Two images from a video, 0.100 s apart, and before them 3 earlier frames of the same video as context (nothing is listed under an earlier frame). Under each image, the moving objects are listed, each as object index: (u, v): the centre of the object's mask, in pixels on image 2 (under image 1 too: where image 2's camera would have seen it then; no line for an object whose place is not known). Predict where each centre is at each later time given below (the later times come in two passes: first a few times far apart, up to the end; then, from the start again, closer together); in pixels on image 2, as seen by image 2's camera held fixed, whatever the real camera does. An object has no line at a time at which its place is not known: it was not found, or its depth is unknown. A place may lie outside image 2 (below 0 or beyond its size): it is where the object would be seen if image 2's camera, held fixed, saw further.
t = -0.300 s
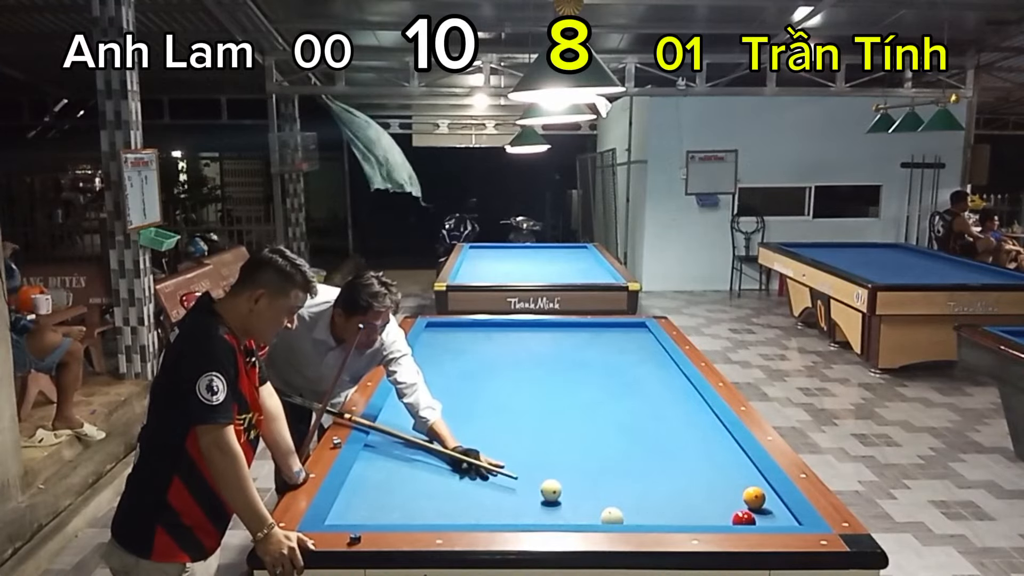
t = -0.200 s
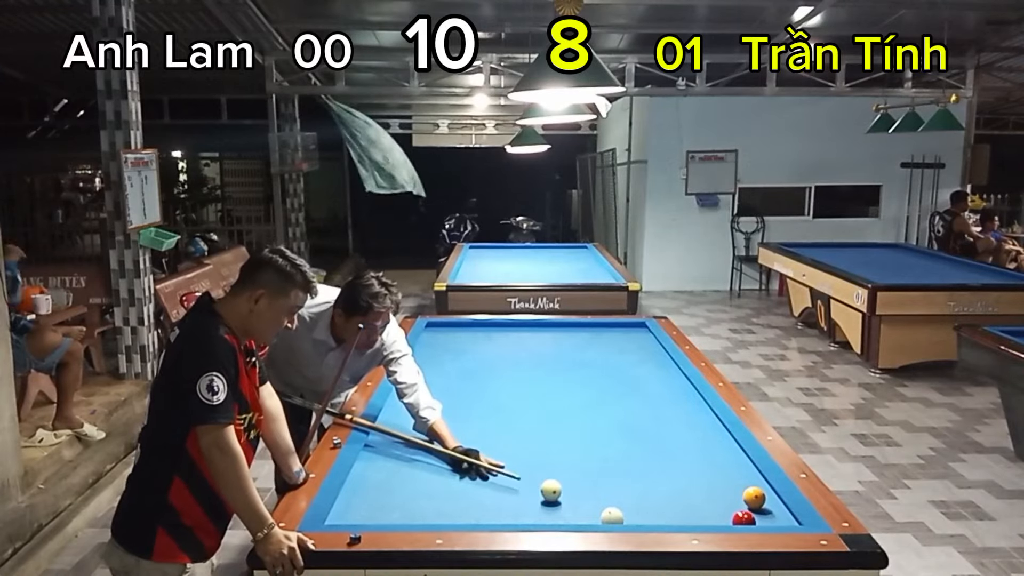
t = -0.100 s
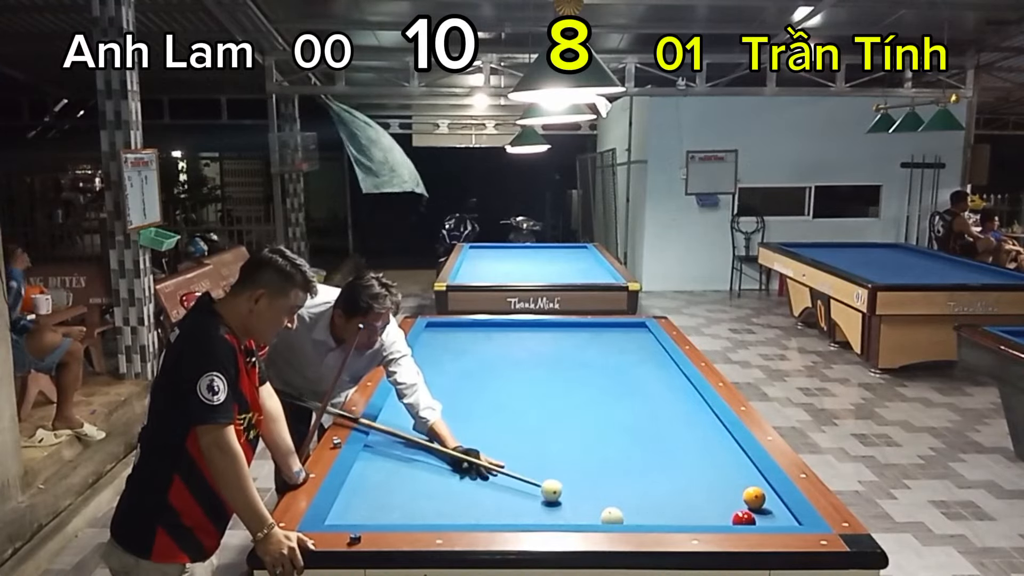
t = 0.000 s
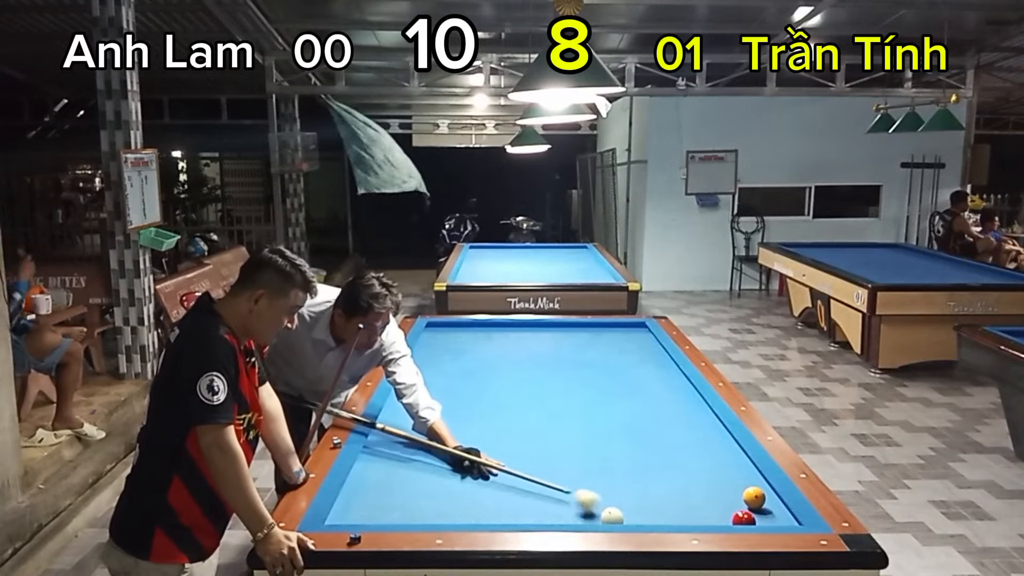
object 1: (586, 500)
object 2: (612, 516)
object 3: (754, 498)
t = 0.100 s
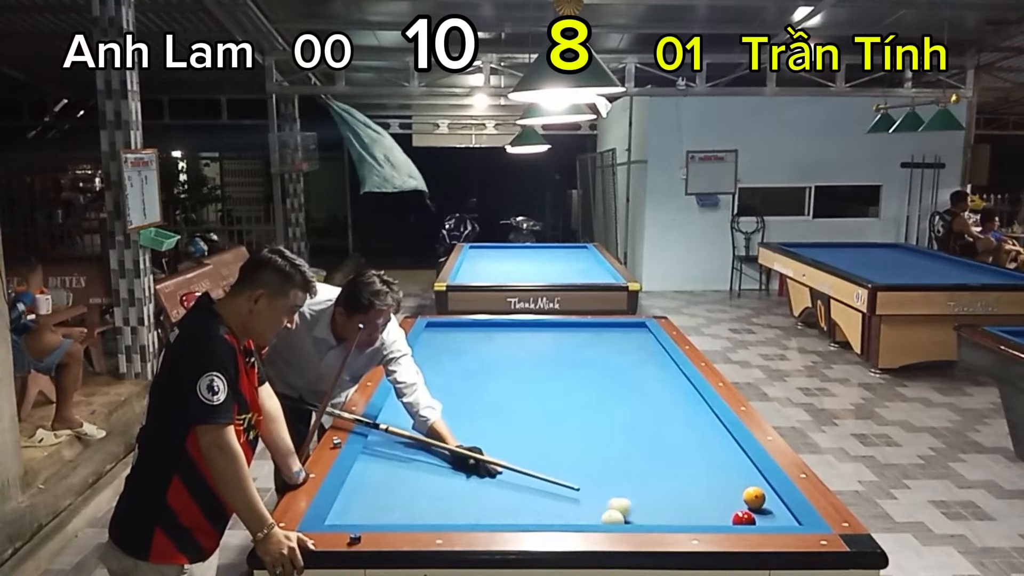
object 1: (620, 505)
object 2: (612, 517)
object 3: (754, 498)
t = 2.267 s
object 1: (713, 474)
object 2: (591, 455)
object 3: (711, 459)
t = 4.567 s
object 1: (659, 454)
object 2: (591, 428)
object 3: (662, 439)
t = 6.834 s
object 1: (653, 452)
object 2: (588, 425)
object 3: (658, 436)
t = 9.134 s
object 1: (652, 452)
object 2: (588, 425)
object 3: (658, 436)
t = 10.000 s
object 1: (652, 452)
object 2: (588, 424)
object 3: (658, 436)
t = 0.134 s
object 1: (629, 508)
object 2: (612, 517)
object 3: (754, 498)
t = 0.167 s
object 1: (638, 509)
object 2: (611, 516)
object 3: (754, 497)
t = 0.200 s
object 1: (647, 510)
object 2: (610, 515)
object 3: (754, 498)
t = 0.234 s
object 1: (657, 510)
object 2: (610, 514)
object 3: (754, 498)
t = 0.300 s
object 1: (675, 512)
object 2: (609, 513)
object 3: (754, 497)
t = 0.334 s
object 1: (685, 512)
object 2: (608, 512)
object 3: (754, 498)
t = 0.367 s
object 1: (694, 512)
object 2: (607, 511)
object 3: (754, 497)
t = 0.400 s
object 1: (703, 513)
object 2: (607, 509)
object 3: (754, 497)
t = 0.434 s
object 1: (713, 513)
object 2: (606, 508)
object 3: (754, 498)
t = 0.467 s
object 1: (722, 513)
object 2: (606, 506)
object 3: (754, 497)
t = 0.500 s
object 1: (725, 512)
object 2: (605, 505)
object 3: (754, 498)
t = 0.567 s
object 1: (732, 510)
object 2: (604, 502)
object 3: (754, 497)
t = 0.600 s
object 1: (736, 508)
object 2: (603, 501)
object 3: (754, 497)
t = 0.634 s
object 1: (739, 506)
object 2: (603, 500)
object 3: (755, 495)
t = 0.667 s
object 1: (743, 503)
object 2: (603, 498)
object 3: (756, 494)
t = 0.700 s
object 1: (747, 502)
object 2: (602, 497)
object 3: (756, 494)
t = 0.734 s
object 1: (749, 501)
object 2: (602, 496)
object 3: (757, 492)
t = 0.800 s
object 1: (754, 500)
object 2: (600, 494)
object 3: (758, 489)
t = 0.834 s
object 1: (756, 499)
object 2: (600, 492)
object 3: (760, 488)
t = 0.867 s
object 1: (759, 499)
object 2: (600, 491)
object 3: (760, 487)
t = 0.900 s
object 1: (761, 498)
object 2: (599, 490)
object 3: (761, 486)
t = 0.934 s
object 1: (764, 498)
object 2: (599, 489)
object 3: (762, 485)
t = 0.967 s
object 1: (766, 498)
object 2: (598, 488)
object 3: (762, 485)
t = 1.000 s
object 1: (769, 497)
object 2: (598, 487)
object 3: (760, 485)
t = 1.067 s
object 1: (769, 496)
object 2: (597, 485)
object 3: (758, 484)
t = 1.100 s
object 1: (767, 495)
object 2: (597, 484)
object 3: (756, 484)
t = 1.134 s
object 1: (765, 495)
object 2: (597, 483)
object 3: (754, 483)
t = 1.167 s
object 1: (763, 495)
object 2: (596, 482)
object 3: (752, 482)
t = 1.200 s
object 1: (761, 494)
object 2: (596, 481)
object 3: (751, 481)
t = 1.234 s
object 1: (760, 494)
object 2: (595, 480)
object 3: (749, 480)
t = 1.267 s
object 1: (758, 492)
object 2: (595, 479)
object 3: (748, 480)
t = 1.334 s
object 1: (754, 491)
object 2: (595, 477)
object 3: (744, 478)
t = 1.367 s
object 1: (752, 490)
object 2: (594, 476)
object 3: (743, 477)
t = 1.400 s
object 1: (750, 489)
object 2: (594, 475)
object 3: (742, 476)
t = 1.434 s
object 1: (749, 488)
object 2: (594, 474)
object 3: (740, 475)
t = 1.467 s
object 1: (747, 487)
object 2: (593, 473)
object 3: (739, 475)
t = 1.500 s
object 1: (745, 486)
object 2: (593, 472)
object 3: (737, 474)
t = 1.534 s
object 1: (744, 486)
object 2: (593, 471)
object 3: (736, 473)
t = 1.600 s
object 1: (741, 484)
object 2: (592, 470)
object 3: (733, 472)
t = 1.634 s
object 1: (739, 484)
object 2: (592, 469)
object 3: (732, 471)
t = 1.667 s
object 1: (737, 483)
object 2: (592, 468)
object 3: (731, 470)
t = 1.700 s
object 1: (736, 483)
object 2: (592, 467)
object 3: (729, 469)
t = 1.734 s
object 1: (734, 482)
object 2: (592, 466)
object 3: (728, 469)
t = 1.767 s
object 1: (733, 482)
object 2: (592, 466)
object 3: (727, 468)
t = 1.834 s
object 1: (731, 480)
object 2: (591, 464)
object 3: (725, 467)
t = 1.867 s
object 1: (729, 480)
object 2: (591, 463)
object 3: (724, 466)
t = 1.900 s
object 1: (727, 479)
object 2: (591, 462)
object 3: (723, 466)
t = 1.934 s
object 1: (726, 479)
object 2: (591, 462)
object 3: (721, 465)
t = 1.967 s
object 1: (725, 478)
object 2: (591, 461)
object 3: (720, 465)
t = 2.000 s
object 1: (724, 478)
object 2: (591, 460)
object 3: (719, 464)
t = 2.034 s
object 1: (722, 477)
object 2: (591, 460)
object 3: (718, 463)
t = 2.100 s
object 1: (720, 476)
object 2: (591, 458)
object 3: (716, 462)
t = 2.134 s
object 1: (718, 476)
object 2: (591, 457)
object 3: (715, 462)
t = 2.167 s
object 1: (717, 475)
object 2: (591, 457)
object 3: (714, 461)
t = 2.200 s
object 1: (716, 475)
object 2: (591, 456)
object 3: (713, 460)
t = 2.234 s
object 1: (714, 474)
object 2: (590, 456)
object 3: (712, 460)
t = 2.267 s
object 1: (713, 474)
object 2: (591, 455)
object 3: (711, 459)
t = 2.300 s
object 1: (712, 473)
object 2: (590, 454)
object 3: (710, 459)
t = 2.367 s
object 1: (709, 472)
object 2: (590, 453)
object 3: (708, 458)
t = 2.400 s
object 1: (708, 472)
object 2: (590, 452)
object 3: (707, 457)
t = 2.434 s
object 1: (707, 471)
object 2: (590, 452)
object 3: (706, 457)
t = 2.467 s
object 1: (706, 471)
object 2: (590, 451)
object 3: (705, 457)
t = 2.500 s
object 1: (704, 471)
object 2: (590, 451)
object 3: (704, 456)
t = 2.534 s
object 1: (703, 470)
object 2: (590, 450)
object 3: (703, 456)
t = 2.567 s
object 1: (702, 470)
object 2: (590, 449)
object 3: (702, 455)
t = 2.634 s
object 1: (700, 469)
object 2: (590, 448)
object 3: (700, 454)
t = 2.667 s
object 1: (699, 468)
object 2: (590, 448)
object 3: (699, 454)
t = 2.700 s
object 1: (698, 468)
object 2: (590, 447)
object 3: (698, 454)
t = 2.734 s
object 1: (697, 468)
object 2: (590, 447)
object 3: (697, 453)
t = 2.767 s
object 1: (696, 467)
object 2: (591, 446)
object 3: (697, 453)
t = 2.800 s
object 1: (695, 467)
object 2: (591, 446)
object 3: (696, 452)
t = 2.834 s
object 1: (694, 466)
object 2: (591, 445)
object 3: (695, 452)
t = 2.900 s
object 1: (692, 465)
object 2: (591, 444)
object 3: (693, 451)
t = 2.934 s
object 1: (691, 465)
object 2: (591, 443)
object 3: (692, 451)
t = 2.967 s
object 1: (690, 465)
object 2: (591, 443)
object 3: (691, 451)
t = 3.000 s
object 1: (690, 464)
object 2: (591, 443)
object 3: (690, 450)
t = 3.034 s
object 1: (689, 464)
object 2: (591, 442)
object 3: (690, 450)
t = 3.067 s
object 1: (688, 464)
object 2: (591, 442)
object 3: (689, 449)
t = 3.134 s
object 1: (686, 463)
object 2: (592, 441)
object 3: (687, 449)
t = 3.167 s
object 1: (685, 463)
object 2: (592, 440)
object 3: (686, 448)
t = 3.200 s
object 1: (684, 462)
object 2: (592, 440)
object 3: (686, 448)
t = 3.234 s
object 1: (683, 462)
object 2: (592, 439)
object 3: (685, 448)
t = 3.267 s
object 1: (683, 462)
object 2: (592, 439)
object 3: (684, 447)
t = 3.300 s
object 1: (682, 462)
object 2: (592, 439)
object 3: (683, 447)
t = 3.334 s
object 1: (681, 461)
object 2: (592, 438)
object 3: (682, 447)
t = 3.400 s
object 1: (679, 461)
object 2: (592, 437)
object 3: (681, 446)
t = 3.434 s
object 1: (679, 460)
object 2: (592, 437)
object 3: (680, 446)
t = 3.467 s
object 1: (678, 460)
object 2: (592, 437)
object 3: (679, 446)
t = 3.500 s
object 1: (677, 460)
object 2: (592, 436)
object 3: (679, 445)
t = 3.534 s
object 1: (676, 460)
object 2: (592, 436)
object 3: (678, 445)
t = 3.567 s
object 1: (676, 459)
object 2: (593, 436)
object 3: (677, 445)
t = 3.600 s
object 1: (675, 459)
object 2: (593, 435)
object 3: (677, 445)
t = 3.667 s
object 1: (673, 459)
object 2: (593, 434)
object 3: (675, 444)
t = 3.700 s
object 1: (673, 459)
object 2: (593, 434)
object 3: (675, 444)
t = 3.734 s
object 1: (672, 458)
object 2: (593, 434)
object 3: (674, 443)
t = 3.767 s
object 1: (671, 458)
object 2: (593, 434)
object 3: (673, 443)
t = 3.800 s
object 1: (670, 458)
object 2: (593, 433)
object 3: (673, 443)
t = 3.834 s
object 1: (670, 458)
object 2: (593, 433)
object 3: (672, 443)
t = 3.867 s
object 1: (669, 458)
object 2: (593, 433)
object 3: (672, 443)
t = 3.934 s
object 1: (668, 457)
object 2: (593, 432)
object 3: (671, 442)
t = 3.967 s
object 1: (667, 457)
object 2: (593, 432)
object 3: (670, 442)
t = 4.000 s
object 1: (667, 457)
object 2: (593, 432)
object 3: (669, 442)
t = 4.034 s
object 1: (666, 457)
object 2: (593, 431)
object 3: (669, 441)
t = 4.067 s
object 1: (666, 456)
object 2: (593, 431)
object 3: (668, 441)
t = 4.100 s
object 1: (665, 456)
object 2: (593, 431)
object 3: (668, 441)
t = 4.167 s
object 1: (664, 456)
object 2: (593, 430)
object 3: (667, 441)
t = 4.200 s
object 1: (664, 456)
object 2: (593, 430)
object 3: (667, 441)
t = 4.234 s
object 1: (663, 455)
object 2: (592, 430)
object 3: (666, 440)
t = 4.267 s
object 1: (663, 455)
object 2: (592, 430)
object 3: (666, 440)
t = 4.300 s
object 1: (662, 455)
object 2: (592, 429)
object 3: (665, 440)
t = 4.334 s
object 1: (662, 455)
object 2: (592, 429)
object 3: (665, 440)
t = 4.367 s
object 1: (661, 455)
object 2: (592, 429)
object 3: (665, 440)
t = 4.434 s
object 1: (660, 455)
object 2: (591, 429)
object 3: (664, 439)
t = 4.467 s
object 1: (660, 455)
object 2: (591, 428)
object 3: (664, 439)
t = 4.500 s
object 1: (660, 454)
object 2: (591, 428)
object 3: (663, 439)
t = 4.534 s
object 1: (659, 454)
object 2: (591, 428)
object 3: (663, 439)
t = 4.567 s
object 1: (659, 454)
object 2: (591, 428)
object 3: (662, 439)
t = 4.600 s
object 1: (658, 454)
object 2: (591, 428)
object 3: (662, 439)
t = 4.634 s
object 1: (658, 454)
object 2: (591, 428)
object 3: (662, 439)
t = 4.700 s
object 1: (658, 454)
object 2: (590, 427)
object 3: (661, 438)
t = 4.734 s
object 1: (657, 454)
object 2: (590, 427)
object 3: (661, 438)
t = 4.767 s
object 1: (657, 453)
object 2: (590, 427)
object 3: (660, 438)
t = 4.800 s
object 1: (657, 453)
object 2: (590, 426)
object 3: (660, 438)
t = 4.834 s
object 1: (656, 453)
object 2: (590, 427)
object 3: (660, 437)
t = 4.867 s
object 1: (656, 453)
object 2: (590, 426)
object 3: (660, 437)
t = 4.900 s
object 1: (656, 453)
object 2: (590, 426)
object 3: (660, 437)
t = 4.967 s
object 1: (655, 453)
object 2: (590, 426)
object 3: (659, 437)
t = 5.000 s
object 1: (655, 453)
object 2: (589, 426)
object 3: (659, 437)
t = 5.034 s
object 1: (655, 453)
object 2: (589, 426)
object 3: (659, 437)
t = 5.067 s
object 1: (655, 453)
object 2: (589, 425)
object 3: (659, 437)
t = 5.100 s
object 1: (655, 453)
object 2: (589, 425)
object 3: (659, 437)
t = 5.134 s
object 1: (654, 453)
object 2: (589, 425)
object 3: (659, 437)
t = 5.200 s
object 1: (654, 452)
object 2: (589, 425)
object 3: (658, 436)
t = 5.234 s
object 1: (654, 452)
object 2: (589, 425)
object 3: (658, 436)
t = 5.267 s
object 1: (654, 452)
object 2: (589, 425)
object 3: (658, 436)
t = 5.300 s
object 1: (654, 452)
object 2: (588, 425)
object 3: (658, 436)
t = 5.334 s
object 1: (654, 452)
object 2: (588, 425)
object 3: (658, 436)
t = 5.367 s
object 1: (654, 452)
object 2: (588, 425)
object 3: (658, 436)
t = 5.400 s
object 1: (654, 452)
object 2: (588, 425)
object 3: (658, 436)
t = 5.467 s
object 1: (654, 452)
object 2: (588, 424)
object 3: (658, 436)
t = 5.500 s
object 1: (654, 452)
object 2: (588, 425)
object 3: (658, 436)
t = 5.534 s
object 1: (654, 452)
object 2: (588, 424)
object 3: (658, 436)
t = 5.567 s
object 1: (654, 452)
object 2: (588, 425)
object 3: (658, 436)
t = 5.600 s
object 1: (654, 452)
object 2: (588, 424)
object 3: (658, 436)
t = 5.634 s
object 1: (654, 452)
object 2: (588, 425)
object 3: (658, 436)
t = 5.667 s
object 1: (654, 452)
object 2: (588, 424)
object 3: (658, 436)
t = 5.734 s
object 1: (654, 452)
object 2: (588, 424)
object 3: (658, 436)
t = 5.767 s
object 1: (654, 452)
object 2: (588, 424)
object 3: (658, 436)
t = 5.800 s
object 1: (654, 452)
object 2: (588, 424)
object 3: (658, 436)
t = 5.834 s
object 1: (654, 452)
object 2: (588, 424)
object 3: (658, 436)
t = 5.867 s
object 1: (654, 452)
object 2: (588, 424)
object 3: (658, 436)
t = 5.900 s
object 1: (654, 452)
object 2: (588, 424)
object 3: (658, 436)
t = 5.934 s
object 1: (653, 452)
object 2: (588, 424)
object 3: (658, 436)
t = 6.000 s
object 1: (654, 452)
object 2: (588, 424)
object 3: (658, 436)
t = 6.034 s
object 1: (653, 452)
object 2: (588, 424)
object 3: (658, 436)
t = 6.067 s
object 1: (654, 452)
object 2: (588, 424)
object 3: (658, 436)
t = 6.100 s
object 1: (654, 452)
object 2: (588, 424)
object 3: (658, 436)
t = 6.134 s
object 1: (653, 452)
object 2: (588, 425)
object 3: (658, 436)
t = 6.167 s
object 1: (654, 452)
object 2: (588, 425)
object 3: (658, 436)
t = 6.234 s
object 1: (653, 452)
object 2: (588, 425)
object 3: (658, 436)
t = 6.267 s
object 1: (653, 452)
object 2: (588, 425)
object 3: (658, 436)
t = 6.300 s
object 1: (653, 452)
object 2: (588, 425)
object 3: (658, 436)
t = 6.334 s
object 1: (653, 452)
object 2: (588, 425)
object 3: (658, 436)
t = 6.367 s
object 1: (653, 452)
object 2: (588, 425)
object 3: (658, 436)
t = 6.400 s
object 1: (653, 452)
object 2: (588, 425)
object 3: (658, 436)
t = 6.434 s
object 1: (653, 452)
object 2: (588, 425)
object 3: (658, 436)
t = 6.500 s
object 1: (653, 452)
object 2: (588, 425)
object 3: (658, 436)
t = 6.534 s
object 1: (653, 452)
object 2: (588, 424)
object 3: (658, 436)
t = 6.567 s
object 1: (653, 452)
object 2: (588, 425)
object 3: (658, 436)
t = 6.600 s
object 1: (653, 452)
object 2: (588, 425)
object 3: (658, 436)
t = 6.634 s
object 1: (653, 452)
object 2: (588, 425)
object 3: (658, 436)
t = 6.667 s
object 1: (653, 452)
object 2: (588, 425)
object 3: (658, 436)
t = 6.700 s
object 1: (653, 452)
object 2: (588, 425)
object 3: (658, 436)
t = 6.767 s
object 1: (653, 452)
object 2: (588, 425)
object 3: (658, 436)
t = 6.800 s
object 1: (653, 452)
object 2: (588, 425)
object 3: (658, 436)
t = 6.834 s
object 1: (653, 452)
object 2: (588, 425)
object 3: (658, 436)
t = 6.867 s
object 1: (652, 452)
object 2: (588, 424)
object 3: (658, 436)
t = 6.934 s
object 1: (652, 452)
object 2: (588, 424)
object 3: (658, 436)
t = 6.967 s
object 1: (652, 452)
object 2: (588, 425)
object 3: (658, 436)
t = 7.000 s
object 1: (652, 452)
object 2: (588, 424)
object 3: (658, 436)
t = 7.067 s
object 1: (652, 452)
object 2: (588, 424)
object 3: (658, 436)
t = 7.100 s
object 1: (652, 452)
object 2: (588, 424)
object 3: (658, 436)
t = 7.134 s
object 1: (652, 452)
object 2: (588, 425)
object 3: (658, 436)
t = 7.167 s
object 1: (652, 452)
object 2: (588, 424)
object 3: (658, 436)
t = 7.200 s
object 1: (652, 452)
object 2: (588, 424)
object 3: (658, 436)
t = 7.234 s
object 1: (652, 452)
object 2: (588, 424)
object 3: (658, 436)
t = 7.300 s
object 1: (652, 452)
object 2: (588, 424)
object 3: (658, 436)
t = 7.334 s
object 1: (653, 452)
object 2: (588, 424)
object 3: (658, 436)
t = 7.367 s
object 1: (652, 452)
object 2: (588, 424)
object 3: (658, 436)
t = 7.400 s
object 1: (652, 452)
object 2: (588, 424)
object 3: (658, 436)
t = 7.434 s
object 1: (652, 452)
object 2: (588, 425)
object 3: (658, 436)
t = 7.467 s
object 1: (652, 452)
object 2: (588, 425)
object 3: (657, 436)
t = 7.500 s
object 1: (652, 452)
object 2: (588, 425)
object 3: (657, 436)
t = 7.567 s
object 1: (652, 452)
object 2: (588, 425)
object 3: (658, 436)
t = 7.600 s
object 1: (652, 452)
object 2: (588, 425)
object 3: (658, 436)
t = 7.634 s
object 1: (652, 452)
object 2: (588, 425)
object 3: (658, 436)
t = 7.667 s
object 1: (652, 452)
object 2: (588, 425)
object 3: (658, 436)
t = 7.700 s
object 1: (652, 452)
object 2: (588, 425)
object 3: (658, 436)
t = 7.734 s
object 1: (652, 452)
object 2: (588, 425)
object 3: (658, 436)
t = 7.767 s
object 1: (652, 452)
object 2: (588, 425)
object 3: (658, 436)
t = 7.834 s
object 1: (652, 452)
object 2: (588, 425)
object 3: (658, 436)
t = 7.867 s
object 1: (652, 452)
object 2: (588, 425)
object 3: (658, 436)
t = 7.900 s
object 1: (652, 452)
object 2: (588, 425)
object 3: (658, 436)
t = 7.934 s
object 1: (652, 452)
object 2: (588, 425)
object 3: (658, 436)
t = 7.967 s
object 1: (652, 452)
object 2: (588, 425)
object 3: (657, 436)
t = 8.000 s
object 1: (653, 452)
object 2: (588, 425)
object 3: (658, 436)
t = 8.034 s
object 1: (653, 452)
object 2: (588, 425)
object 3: (658, 436)
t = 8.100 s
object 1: (652, 452)
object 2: (588, 425)
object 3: (658, 436)
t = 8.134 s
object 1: (652, 452)
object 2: (588, 425)
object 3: (658, 436)
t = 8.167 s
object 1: (652, 452)
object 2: (588, 425)
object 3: (658, 436)
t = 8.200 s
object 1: (652, 452)
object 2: (588, 425)
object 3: (657, 436)
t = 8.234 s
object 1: (653, 452)
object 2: (588, 424)
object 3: (658, 436)
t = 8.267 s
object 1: (652, 452)
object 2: (588, 424)
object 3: (658, 436)
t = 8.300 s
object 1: (652, 452)
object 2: (588, 425)
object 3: (658, 436)
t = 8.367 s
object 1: (653, 452)
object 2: (588, 425)
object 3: (658, 436)
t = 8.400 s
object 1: (653, 452)
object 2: (588, 424)
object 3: (658, 436)
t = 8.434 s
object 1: (653, 452)
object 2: (588, 424)
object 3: (658, 436)
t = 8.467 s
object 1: (653, 452)
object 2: (588, 424)
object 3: (658, 436)
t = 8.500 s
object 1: (652, 452)
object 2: (588, 424)
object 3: (658, 436)
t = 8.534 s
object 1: (653, 452)
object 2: (588, 424)
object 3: (658, 436)
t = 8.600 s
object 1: (653, 452)
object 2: (588, 424)
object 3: (658, 436)
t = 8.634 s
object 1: (653, 452)
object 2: (588, 424)
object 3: (658, 436)
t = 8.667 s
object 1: (652, 452)
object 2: (588, 424)
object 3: (658, 436)
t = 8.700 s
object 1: (653, 452)
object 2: (588, 424)
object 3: (658, 436)
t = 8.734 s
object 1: (653, 452)
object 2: (588, 424)
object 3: (658, 436)
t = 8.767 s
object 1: (652, 452)
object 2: (588, 424)
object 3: (658, 436)
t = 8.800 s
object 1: (653, 452)
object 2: (588, 424)
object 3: (658, 436)
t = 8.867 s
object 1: (653, 452)
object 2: (588, 424)
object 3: (658, 436)
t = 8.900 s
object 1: (652, 452)
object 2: (588, 424)
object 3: (658, 436)
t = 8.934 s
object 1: (652, 452)
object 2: (588, 424)
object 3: (658, 436)
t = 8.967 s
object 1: (652, 452)
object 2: (588, 424)
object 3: (658, 436)
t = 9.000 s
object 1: (652, 452)
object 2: (588, 425)
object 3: (658, 436)
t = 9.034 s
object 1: (652, 452)
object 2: (588, 425)
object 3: (658, 436)
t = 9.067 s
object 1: (652, 452)
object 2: (588, 425)
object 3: (658, 436)
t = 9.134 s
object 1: (652, 452)
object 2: (588, 425)
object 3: (658, 436)
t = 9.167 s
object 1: (652, 452)
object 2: (588, 425)
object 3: (658, 436)
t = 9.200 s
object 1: (652, 452)
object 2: (588, 425)
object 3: (658, 436)
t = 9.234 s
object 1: (652, 452)
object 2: (588, 425)
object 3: (658, 436)
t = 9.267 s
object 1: (652, 452)
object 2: (588, 425)
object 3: (658, 436)
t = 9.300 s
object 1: (652, 452)
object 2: (588, 425)
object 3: (657, 436)
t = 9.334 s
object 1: (652, 452)
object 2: (588, 425)
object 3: (658, 436)
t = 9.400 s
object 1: (652, 452)
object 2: (588, 425)
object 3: (658, 436)
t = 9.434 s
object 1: (652, 452)
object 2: (588, 425)
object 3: (658, 436)
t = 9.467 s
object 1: (652, 452)
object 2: (588, 425)
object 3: (657, 436)
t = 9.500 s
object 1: (652, 452)
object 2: (588, 425)
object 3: (658, 436)
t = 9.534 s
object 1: (652, 452)
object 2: (588, 425)
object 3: (658, 436)
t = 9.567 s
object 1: (652, 452)
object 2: (588, 425)
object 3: (658, 436)
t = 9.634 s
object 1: (652, 452)
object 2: (588, 425)
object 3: (658, 436)
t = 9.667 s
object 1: (652, 452)
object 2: (588, 425)
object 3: (657, 436)
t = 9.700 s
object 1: (652, 452)
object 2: (588, 425)
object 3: (658, 436)
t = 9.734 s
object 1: (652, 452)
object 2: (588, 425)
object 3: (658, 436)
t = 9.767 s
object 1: (652, 452)
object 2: (588, 424)
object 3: (658, 436)
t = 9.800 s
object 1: (652, 452)
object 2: (588, 425)
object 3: (658, 436)
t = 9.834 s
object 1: (652, 452)
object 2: (588, 424)
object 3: (658, 436)
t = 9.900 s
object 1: (652, 452)
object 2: (588, 424)
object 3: (658, 436)
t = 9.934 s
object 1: (652, 452)
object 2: (588, 424)
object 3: (658, 436)
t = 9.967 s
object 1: (652, 452)
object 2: (588, 424)
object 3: (658, 436)
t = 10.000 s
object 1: (652, 452)
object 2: (588, 424)
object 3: (658, 436)
